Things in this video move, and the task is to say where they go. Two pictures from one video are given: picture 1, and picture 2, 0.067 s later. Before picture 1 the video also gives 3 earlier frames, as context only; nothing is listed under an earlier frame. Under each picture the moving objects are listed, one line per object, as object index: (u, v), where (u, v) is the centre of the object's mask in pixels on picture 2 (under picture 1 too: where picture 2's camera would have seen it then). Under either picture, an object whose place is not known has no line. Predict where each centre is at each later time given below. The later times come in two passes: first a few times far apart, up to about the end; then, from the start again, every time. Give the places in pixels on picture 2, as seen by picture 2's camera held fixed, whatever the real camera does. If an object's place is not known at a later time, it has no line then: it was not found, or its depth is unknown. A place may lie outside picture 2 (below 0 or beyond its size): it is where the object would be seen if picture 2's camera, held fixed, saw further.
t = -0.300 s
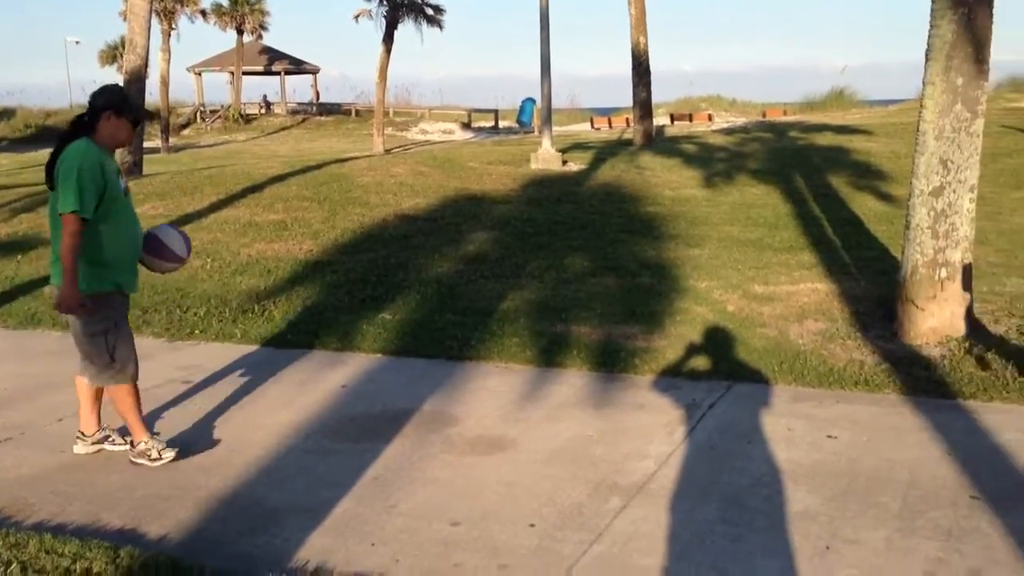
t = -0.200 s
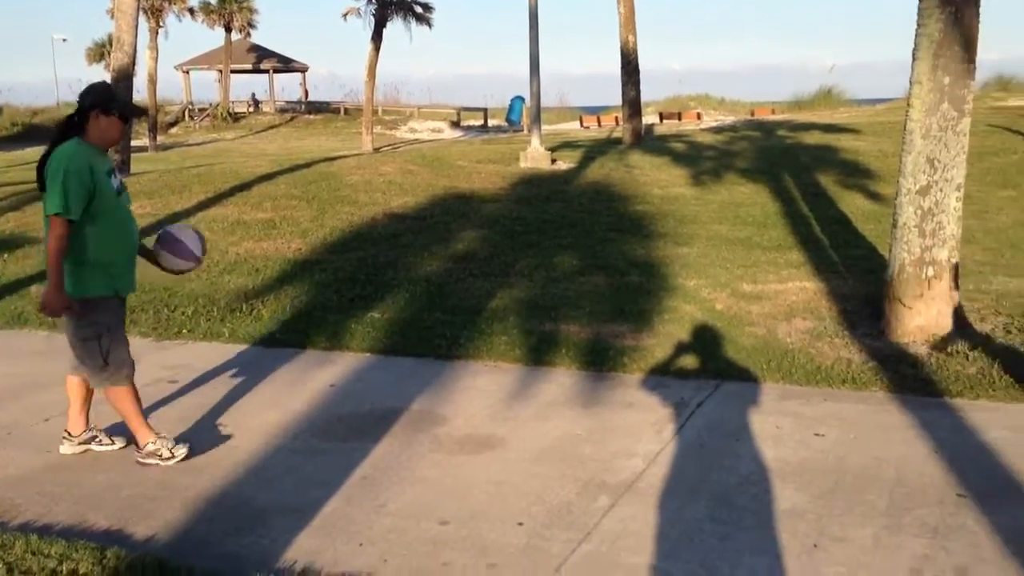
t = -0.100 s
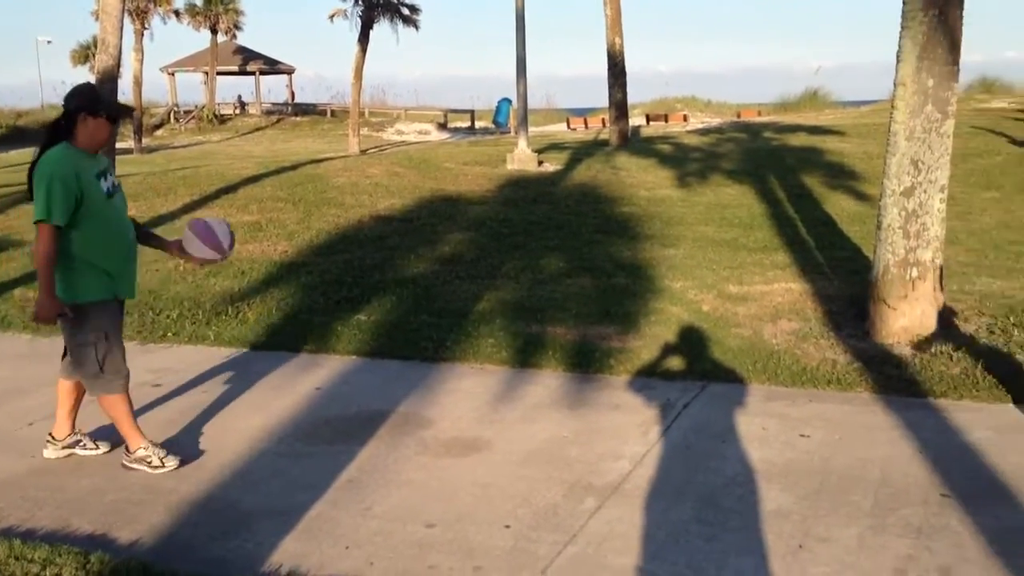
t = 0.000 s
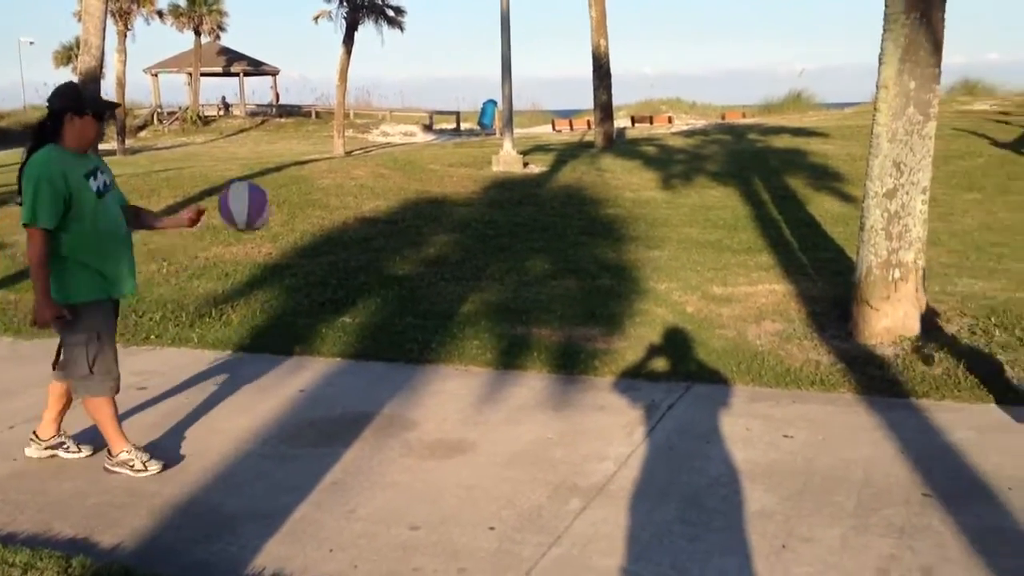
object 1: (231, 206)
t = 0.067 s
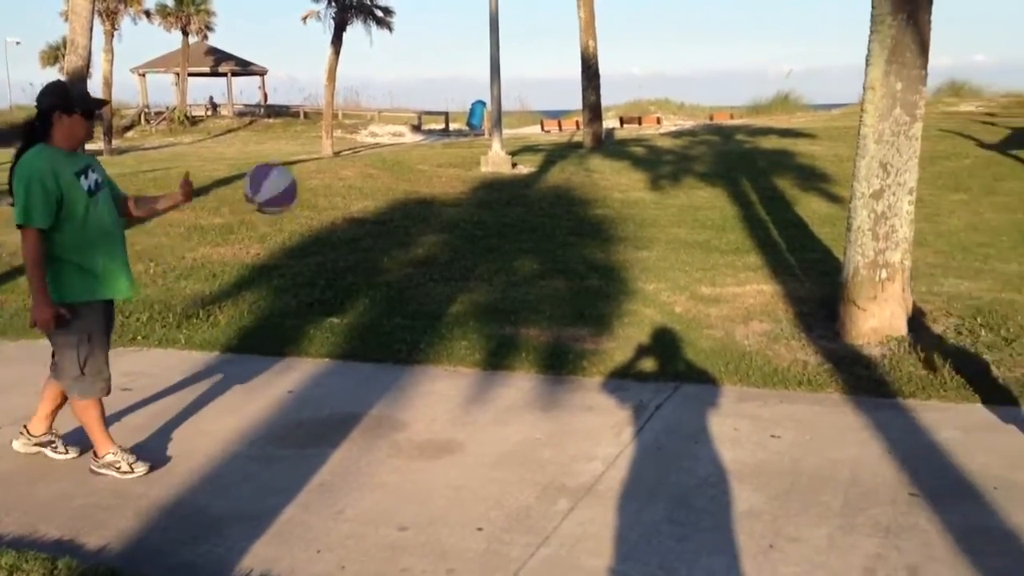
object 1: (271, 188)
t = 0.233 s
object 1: (372, 182)
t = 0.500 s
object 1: (561, 314)
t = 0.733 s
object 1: (726, 408)
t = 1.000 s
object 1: (900, 286)
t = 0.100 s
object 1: (289, 182)
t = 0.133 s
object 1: (309, 178)
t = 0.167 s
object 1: (330, 177)
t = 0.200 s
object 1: (351, 178)
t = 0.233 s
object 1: (372, 182)
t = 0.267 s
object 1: (393, 188)
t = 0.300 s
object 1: (416, 197)
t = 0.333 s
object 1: (439, 208)
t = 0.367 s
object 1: (462, 223)
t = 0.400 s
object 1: (486, 242)
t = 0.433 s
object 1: (511, 263)
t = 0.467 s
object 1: (535, 287)
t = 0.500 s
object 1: (561, 314)
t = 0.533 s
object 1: (586, 345)
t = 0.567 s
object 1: (612, 378)
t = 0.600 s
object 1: (638, 415)
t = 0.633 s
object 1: (665, 456)
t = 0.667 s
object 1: (687, 462)
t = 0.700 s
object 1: (706, 433)
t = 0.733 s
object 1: (726, 408)
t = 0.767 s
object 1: (747, 384)
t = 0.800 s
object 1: (768, 362)
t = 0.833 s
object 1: (788, 344)
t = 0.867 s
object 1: (811, 327)
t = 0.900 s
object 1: (832, 313)
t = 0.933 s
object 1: (855, 301)
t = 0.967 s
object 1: (878, 292)
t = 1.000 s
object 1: (900, 286)
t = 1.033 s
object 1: (925, 282)
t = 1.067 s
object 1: (948, 280)
